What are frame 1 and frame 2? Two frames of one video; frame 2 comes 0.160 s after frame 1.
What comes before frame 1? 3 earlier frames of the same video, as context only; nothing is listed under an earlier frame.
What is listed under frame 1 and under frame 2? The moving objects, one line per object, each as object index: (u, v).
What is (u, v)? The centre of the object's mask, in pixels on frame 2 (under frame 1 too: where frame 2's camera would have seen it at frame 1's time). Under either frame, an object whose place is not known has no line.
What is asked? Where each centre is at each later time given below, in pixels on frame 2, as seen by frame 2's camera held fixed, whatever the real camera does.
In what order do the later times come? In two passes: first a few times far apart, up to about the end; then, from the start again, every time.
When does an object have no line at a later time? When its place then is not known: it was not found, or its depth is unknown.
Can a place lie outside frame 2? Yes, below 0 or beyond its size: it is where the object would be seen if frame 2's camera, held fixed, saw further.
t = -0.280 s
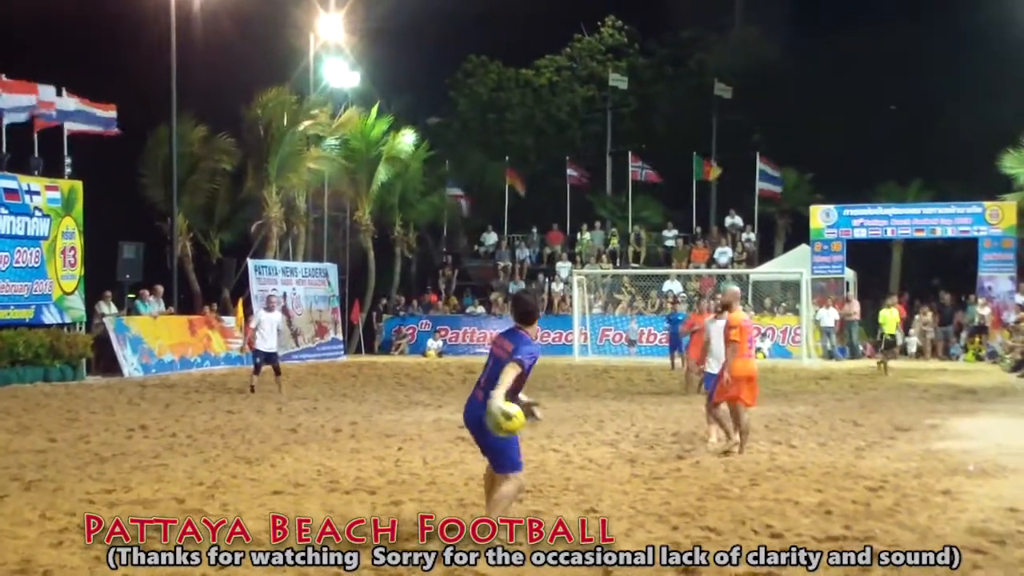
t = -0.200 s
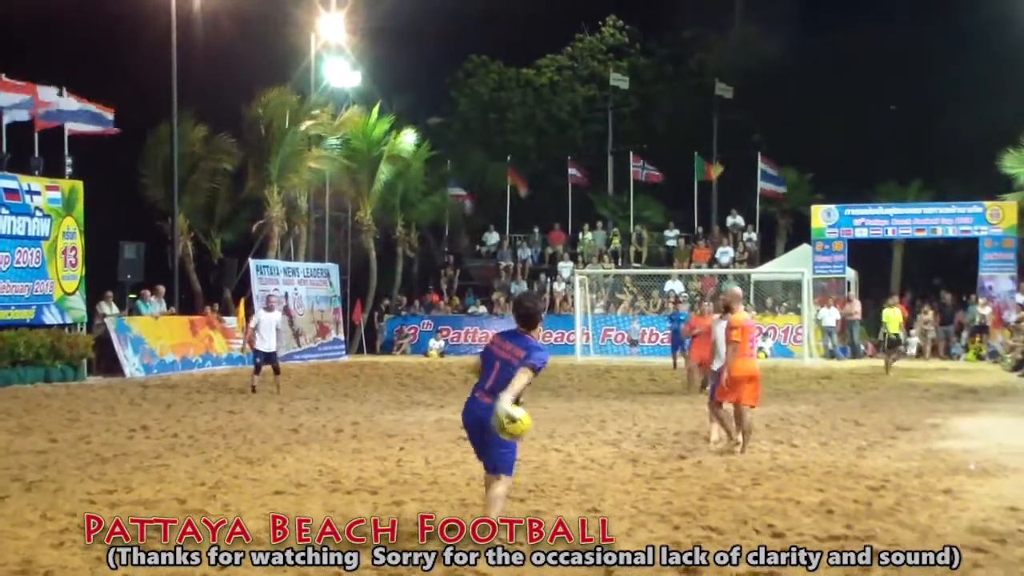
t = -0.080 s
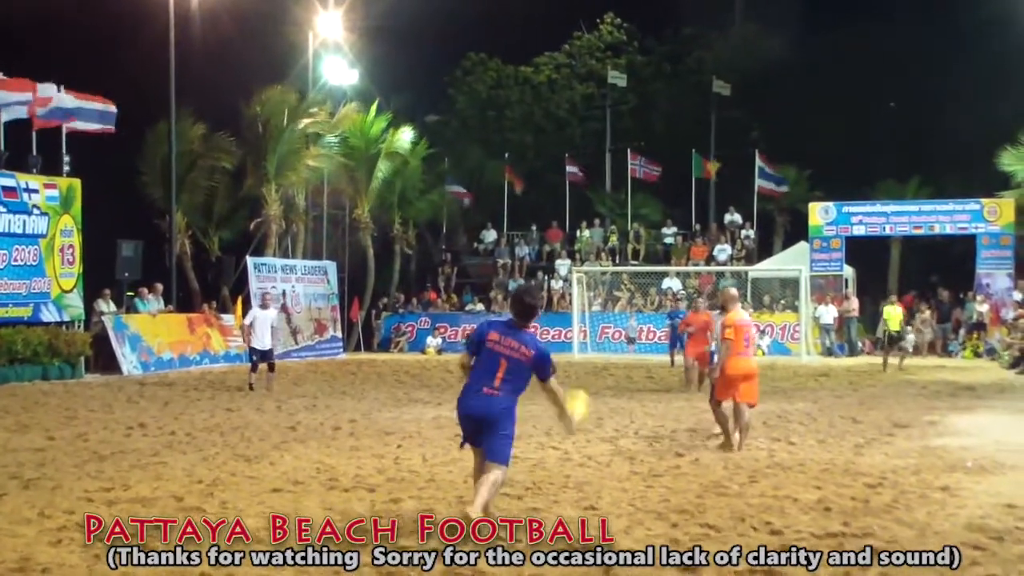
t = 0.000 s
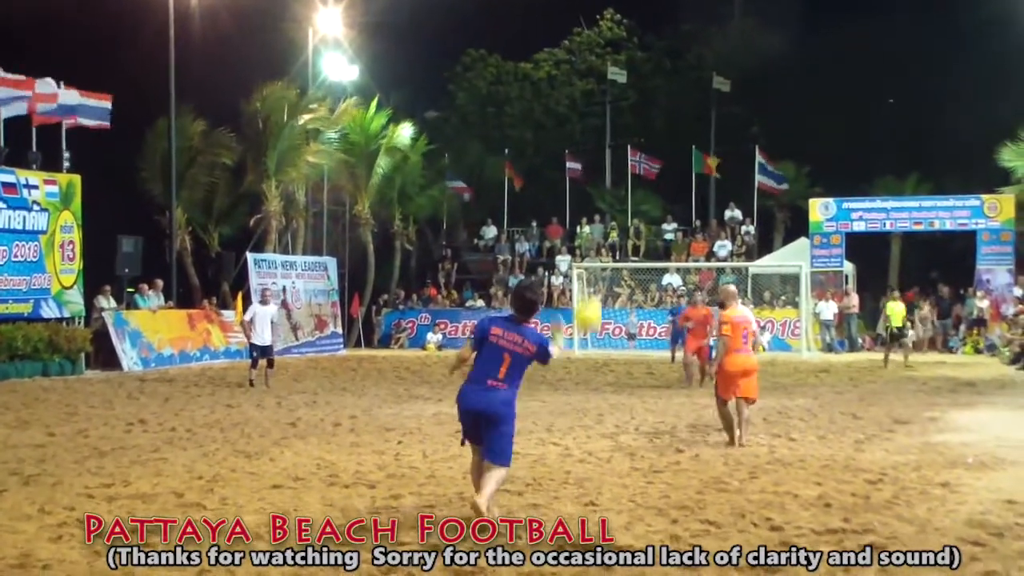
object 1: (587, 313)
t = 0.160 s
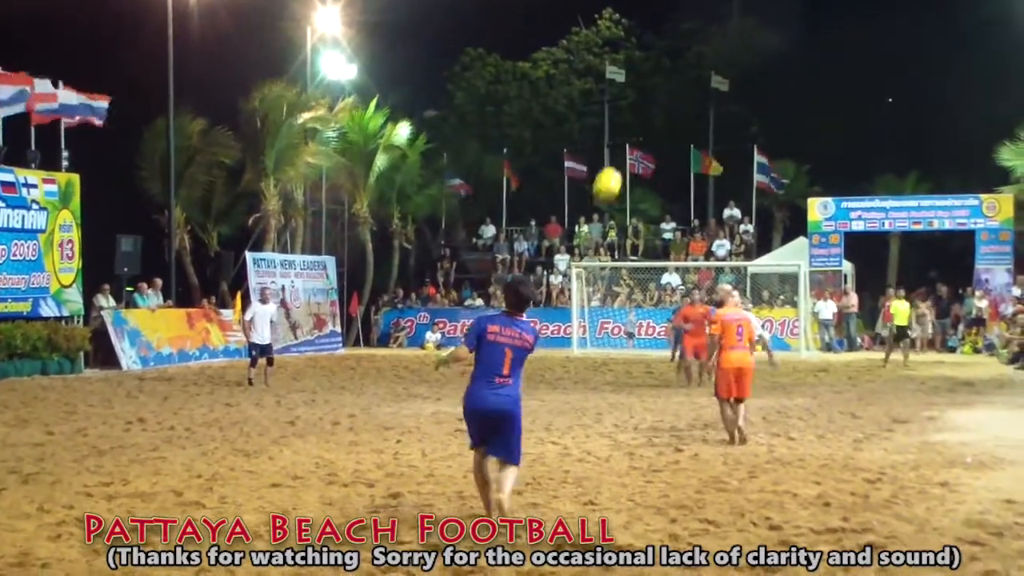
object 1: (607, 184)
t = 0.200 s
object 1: (613, 161)
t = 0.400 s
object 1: (636, 92)
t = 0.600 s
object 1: (656, 80)
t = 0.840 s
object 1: (676, 115)
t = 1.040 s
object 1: (688, 174)
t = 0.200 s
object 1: (613, 161)
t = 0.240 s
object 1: (618, 141)
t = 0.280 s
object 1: (623, 125)
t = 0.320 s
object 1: (627, 112)
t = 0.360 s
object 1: (632, 100)
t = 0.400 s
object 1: (636, 92)
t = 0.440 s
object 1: (640, 86)
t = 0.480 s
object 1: (644, 82)
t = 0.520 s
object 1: (649, 79)
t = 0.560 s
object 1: (652, 79)
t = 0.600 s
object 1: (656, 80)
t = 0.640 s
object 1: (660, 83)
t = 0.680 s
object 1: (663, 87)
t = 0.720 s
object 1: (666, 92)
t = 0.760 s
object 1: (670, 99)
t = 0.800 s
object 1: (673, 106)
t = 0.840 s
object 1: (676, 115)
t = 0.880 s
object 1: (679, 125)
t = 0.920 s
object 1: (681, 136)
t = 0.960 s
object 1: (683, 148)
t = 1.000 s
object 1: (686, 160)
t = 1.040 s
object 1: (688, 174)
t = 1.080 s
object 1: (691, 188)
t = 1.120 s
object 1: (693, 203)
